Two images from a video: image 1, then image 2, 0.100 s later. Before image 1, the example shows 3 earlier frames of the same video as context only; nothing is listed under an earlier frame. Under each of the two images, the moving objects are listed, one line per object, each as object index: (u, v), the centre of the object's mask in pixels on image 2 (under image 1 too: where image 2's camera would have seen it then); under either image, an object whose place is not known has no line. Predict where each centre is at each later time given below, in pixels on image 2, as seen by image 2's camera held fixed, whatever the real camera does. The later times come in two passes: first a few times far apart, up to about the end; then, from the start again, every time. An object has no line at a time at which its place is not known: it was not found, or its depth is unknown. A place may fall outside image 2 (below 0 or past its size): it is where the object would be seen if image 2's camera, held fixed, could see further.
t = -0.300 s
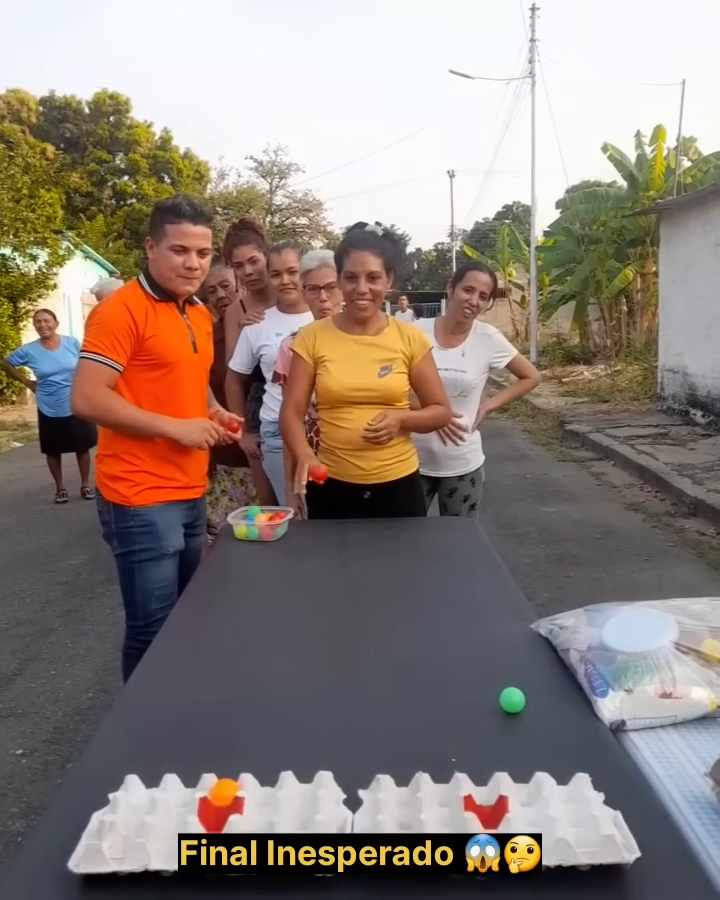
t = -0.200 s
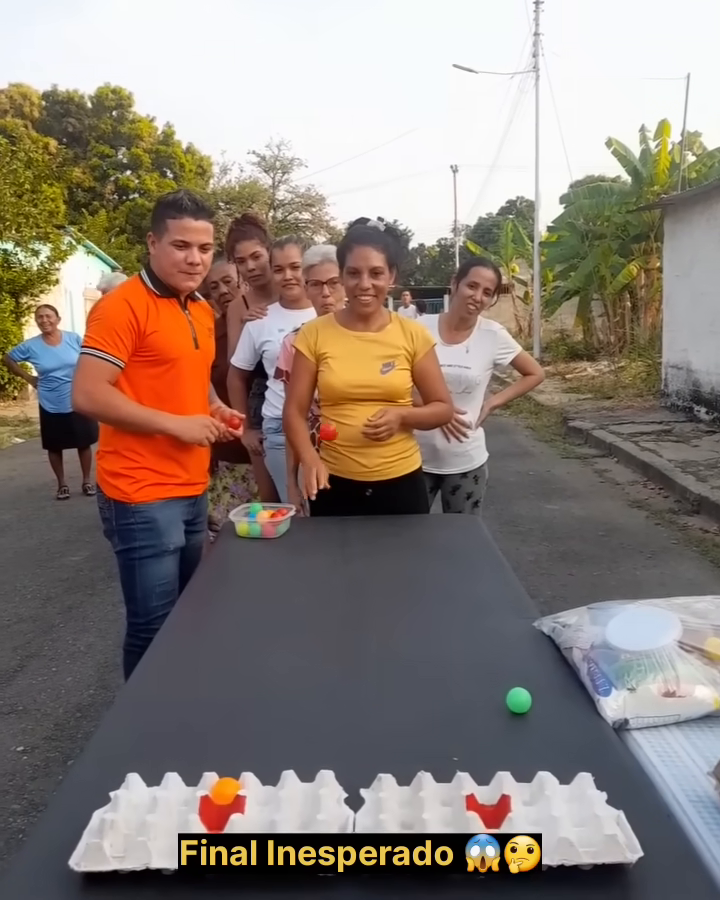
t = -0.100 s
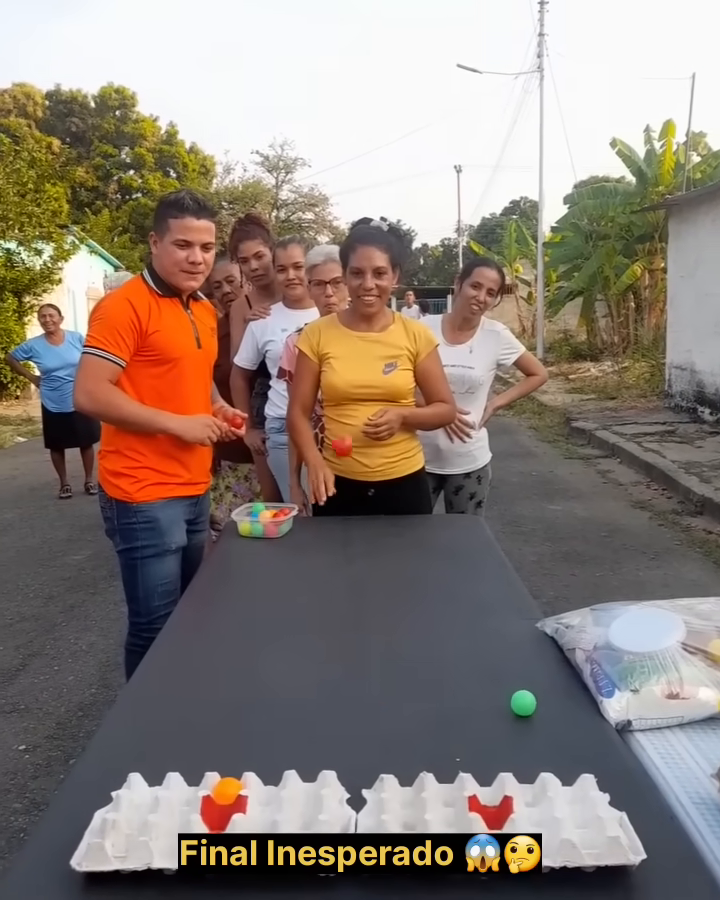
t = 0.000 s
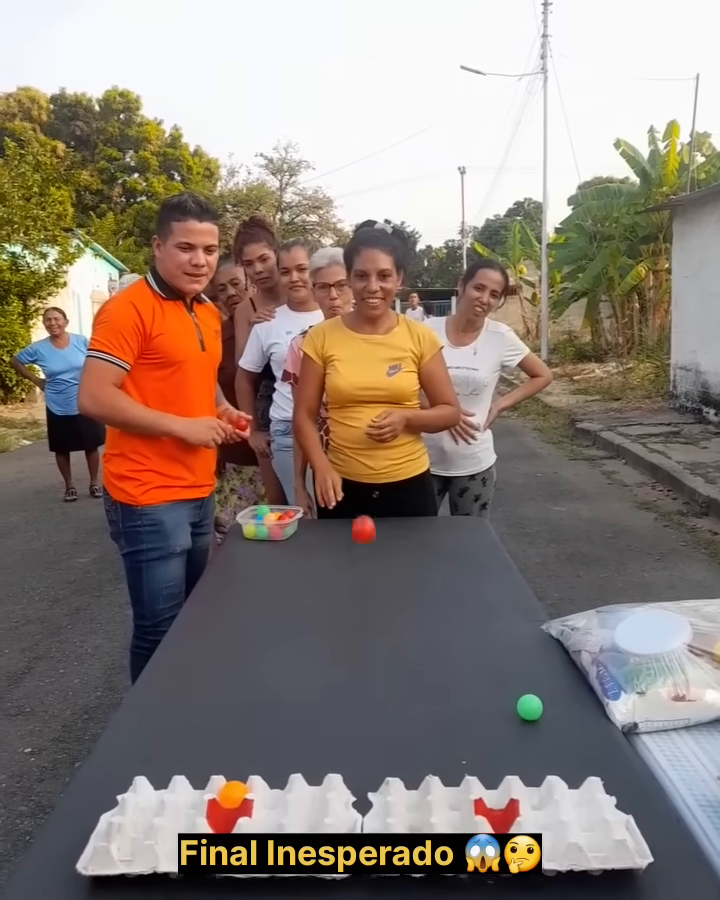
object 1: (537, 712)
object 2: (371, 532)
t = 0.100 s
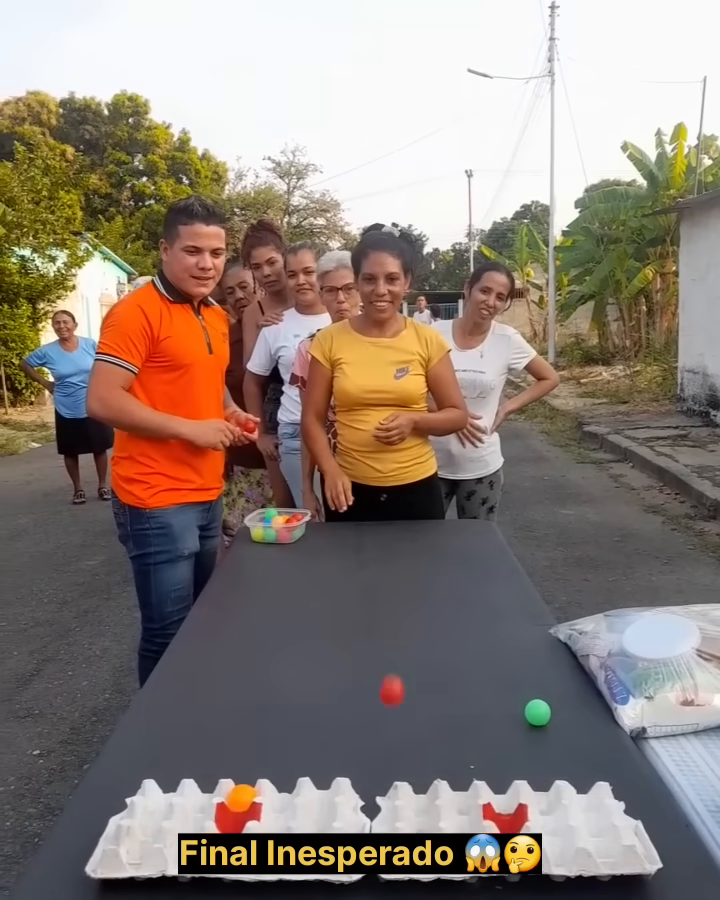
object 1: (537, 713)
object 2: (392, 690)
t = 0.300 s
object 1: (536, 712)
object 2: (447, 661)
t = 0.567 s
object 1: (529, 708)
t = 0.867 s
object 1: (528, 705)
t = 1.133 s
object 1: (529, 708)
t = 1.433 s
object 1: (535, 711)
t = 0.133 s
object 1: (537, 713)
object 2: (399, 724)
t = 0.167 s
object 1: (537, 713)
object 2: (407, 699)
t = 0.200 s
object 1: (536, 713)
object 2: (416, 677)
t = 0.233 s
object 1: (536, 713)
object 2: (425, 663)
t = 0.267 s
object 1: (536, 713)
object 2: (436, 659)
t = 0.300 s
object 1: (536, 712)
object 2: (447, 661)
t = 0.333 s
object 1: (536, 712)
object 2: (460, 673)
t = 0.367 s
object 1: (535, 711)
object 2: (473, 697)
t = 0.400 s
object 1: (534, 711)
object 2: (488, 733)
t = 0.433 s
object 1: (533, 710)
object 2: (504, 780)
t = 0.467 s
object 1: (531, 710)
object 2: (522, 844)
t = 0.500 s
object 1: (530, 709)
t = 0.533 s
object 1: (529, 708)
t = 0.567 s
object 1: (529, 708)
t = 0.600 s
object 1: (528, 707)
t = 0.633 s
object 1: (528, 706)
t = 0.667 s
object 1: (527, 706)
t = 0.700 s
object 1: (528, 706)
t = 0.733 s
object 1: (528, 705)
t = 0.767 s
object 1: (528, 705)
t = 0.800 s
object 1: (528, 705)
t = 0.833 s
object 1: (528, 705)
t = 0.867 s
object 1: (528, 705)
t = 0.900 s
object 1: (528, 705)
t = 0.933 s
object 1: (528, 705)
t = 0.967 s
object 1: (527, 706)
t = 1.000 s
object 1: (527, 706)
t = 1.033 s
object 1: (527, 707)
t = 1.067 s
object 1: (528, 707)
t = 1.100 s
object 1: (528, 708)
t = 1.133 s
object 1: (529, 708)
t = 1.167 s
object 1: (530, 709)
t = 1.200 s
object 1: (531, 709)
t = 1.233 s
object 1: (532, 710)
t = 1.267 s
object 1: (532, 710)
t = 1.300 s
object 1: (533, 711)
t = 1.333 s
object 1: (534, 711)
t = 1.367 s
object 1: (534, 711)
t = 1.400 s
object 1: (535, 711)
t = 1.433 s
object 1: (535, 711)
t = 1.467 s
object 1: (535, 711)
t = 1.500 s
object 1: (534, 711)
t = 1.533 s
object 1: (534, 711)
